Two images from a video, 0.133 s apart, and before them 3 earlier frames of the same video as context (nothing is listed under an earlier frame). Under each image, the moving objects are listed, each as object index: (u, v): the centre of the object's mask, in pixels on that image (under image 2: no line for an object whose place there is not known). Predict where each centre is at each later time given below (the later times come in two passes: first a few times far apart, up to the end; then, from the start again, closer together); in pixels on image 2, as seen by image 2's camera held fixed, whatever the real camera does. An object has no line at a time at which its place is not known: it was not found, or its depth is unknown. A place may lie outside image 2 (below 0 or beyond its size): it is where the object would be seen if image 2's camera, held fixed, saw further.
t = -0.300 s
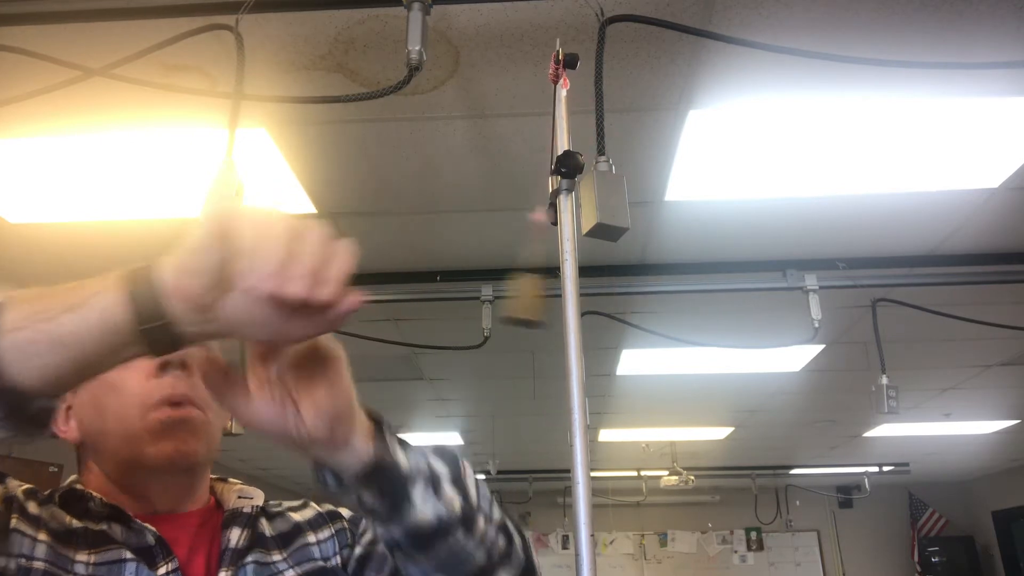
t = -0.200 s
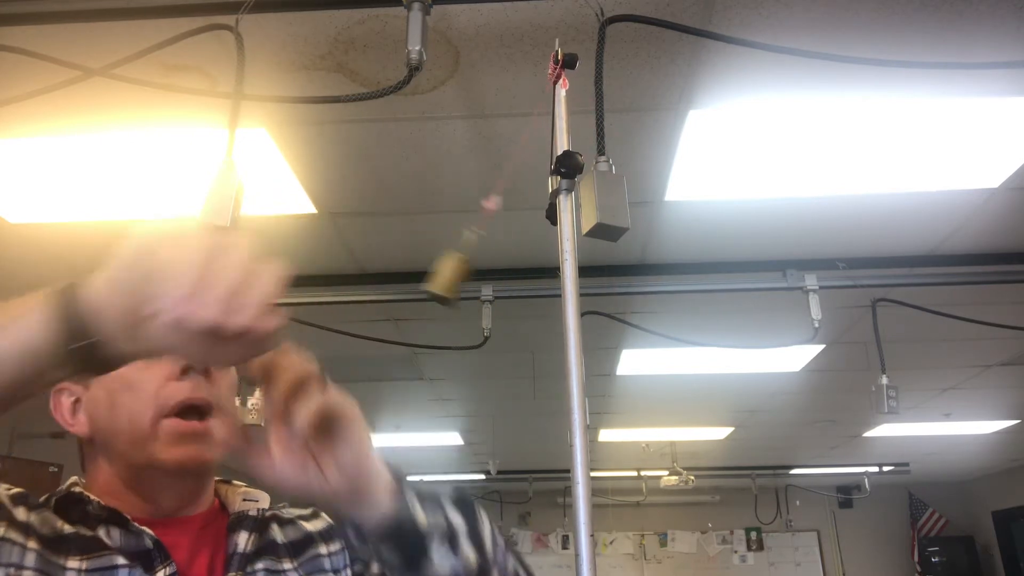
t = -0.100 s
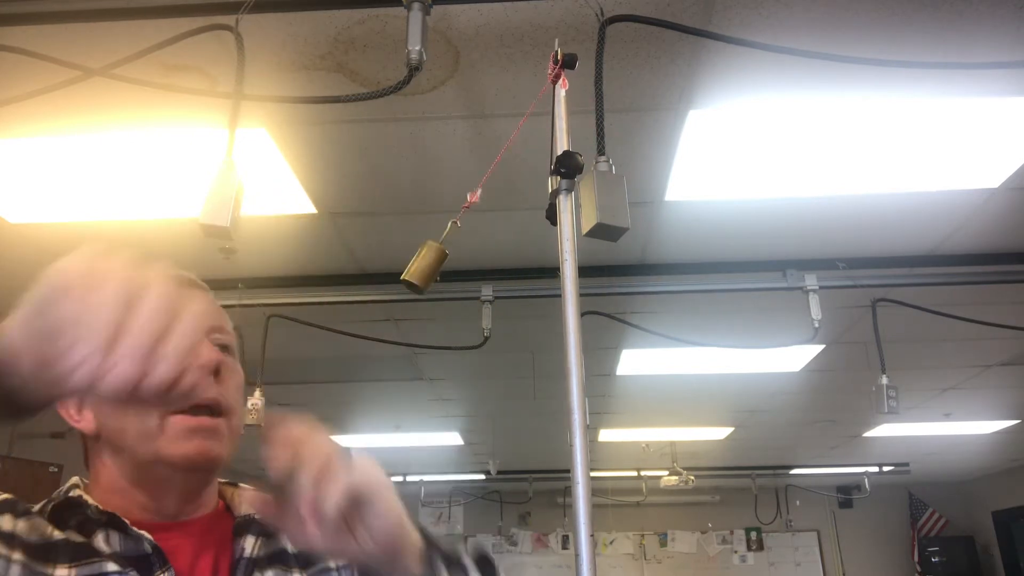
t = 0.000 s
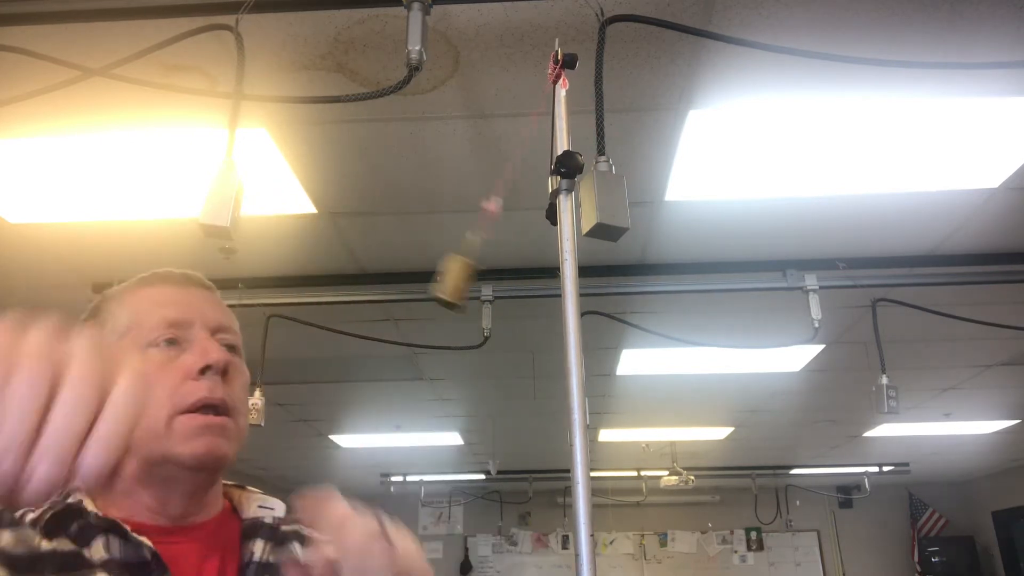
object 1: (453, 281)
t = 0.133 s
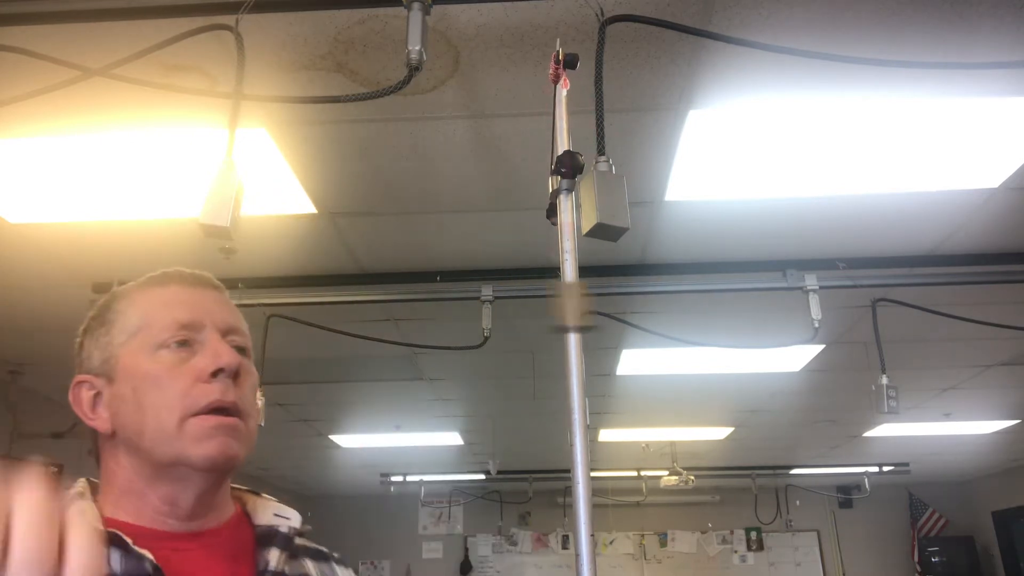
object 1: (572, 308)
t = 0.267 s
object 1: (686, 284)
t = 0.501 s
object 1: (678, 284)
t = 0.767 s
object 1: (452, 271)
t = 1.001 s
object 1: (479, 292)
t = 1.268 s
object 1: (701, 277)
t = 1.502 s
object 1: (649, 292)
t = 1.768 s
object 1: (440, 269)
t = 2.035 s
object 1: (546, 307)
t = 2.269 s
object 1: (710, 272)
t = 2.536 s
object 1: (589, 303)
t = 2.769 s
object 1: (435, 271)
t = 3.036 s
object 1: (588, 307)
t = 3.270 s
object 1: (711, 271)
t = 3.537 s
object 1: (544, 304)
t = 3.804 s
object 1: (444, 275)
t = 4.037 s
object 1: (618, 302)
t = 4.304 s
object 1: (698, 274)
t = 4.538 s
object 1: (513, 299)
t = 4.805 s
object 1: (461, 282)
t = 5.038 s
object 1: (649, 293)
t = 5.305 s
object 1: (678, 280)
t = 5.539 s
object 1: (483, 294)
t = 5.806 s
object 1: (485, 290)
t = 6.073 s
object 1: (690, 277)
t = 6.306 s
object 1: (650, 286)
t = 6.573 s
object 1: (454, 281)
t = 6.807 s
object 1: (515, 306)
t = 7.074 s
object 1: (701, 272)
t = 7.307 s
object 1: (592, 301)
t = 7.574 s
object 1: (449, 283)
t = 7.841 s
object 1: (609, 303)
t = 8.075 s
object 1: (700, 269)
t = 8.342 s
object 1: (524, 304)
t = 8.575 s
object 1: (457, 286)
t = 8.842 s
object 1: (639, 294)
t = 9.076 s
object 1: (690, 272)
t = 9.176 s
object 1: (632, 291)
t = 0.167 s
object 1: (605, 306)
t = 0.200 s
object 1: (636, 299)
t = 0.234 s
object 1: (664, 292)
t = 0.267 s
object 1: (686, 284)
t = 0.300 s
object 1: (702, 277)
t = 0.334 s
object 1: (712, 272)
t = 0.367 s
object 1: (715, 270)
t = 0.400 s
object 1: (715, 270)
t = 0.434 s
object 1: (709, 273)
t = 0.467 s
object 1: (698, 278)
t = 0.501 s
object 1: (678, 284)
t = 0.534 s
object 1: (654, 292)
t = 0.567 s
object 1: (625, 299)
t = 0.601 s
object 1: (595, 304)
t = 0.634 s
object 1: (553, 306)
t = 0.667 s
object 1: (523, 300)
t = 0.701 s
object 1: (494, 287)
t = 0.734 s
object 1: (470, 279)
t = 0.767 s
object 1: (452, 271)
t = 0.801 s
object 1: (438, 266)
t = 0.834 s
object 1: (431, 265)
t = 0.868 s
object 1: (429, 267)
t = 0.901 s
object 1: (434, 267)
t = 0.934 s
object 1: (444, 271)
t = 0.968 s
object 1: (460, 276)
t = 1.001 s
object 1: (479, 292)
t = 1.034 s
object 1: (509, 299)
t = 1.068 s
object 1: (542, 306)
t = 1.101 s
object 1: (576, 308)
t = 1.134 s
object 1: (607, 304)
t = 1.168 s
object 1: (638, 298)
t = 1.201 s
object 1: (665, 292)
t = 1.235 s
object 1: (687, 284)
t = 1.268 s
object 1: (701, 277)
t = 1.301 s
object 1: (711, 272)
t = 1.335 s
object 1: (714, 270)
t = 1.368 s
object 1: (713, 271)
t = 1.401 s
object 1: (708, 274)
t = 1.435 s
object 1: (694, 278)
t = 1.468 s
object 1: (675, 285)
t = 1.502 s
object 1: (649, 292)
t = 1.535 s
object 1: (622, 299)
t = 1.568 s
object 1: (591, 303)
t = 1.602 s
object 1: (550, 306)
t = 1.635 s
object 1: (521, 300)
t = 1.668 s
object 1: (491, 293)
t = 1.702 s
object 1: (467, 285)
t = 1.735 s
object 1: (453, 272)
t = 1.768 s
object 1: (440, 269)
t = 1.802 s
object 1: (433, 268)
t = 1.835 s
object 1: (432, 269)
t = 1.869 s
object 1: (437, 269)
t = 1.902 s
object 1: (448, 273)
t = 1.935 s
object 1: (465, 278)
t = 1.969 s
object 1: (488, 285)
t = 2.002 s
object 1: (515, 297)
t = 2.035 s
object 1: (546, 307)
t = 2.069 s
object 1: (579, 308)
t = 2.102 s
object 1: (611, 303)
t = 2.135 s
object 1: (641, 298)
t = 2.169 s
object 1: (666, 290)
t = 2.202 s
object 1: (687, 282)
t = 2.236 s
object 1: (702, 275)
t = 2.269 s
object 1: (710, 272)
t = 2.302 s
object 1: (712, 270)
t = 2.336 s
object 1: (711, 270)
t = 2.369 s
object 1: (705, 274)
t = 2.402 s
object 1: (691, 278)
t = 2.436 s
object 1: (672, 285)
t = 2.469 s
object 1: (645, 293)
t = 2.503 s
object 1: (617, 299)
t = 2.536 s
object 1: (589, 303)
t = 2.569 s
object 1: (547, 304)
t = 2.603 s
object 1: (518, 300)
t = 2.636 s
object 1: (488, 293)
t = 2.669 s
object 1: (470, 278)
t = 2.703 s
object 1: (452, 274)
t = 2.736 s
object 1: (441, 271)
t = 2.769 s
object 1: (435, 271)
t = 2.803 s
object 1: (435, 271)
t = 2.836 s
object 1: (441, 273)
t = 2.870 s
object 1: (452, 277)
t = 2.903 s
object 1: (470, 281)
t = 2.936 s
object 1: (490, 297)
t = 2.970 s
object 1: (520, 303)
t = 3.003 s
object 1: (550, 308)
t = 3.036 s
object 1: (588, 307)
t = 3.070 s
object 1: (615, 303)
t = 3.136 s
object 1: (668, 289)
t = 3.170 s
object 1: (687, 281)
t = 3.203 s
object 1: (701, 275)
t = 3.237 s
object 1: (709, 272)
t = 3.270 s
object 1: (711, 271)
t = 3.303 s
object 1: (709, 271)
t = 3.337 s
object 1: (701, 274)
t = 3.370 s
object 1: (688, 279)
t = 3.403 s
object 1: (666, 286)
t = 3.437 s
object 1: (641, 293)
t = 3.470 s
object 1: (610, 299)
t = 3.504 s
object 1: (579, 303)
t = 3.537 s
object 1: (544, 304)
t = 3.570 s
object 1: (516, 299)
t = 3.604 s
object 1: (486, 294)
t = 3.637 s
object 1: (465, 287)
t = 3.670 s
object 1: (452, 276)
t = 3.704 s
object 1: (442, 273)
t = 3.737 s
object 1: (437, 273)
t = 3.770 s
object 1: (438, 274)
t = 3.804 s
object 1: (444, 275)
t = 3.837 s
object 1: (457, 279)
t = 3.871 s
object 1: (475, 285)
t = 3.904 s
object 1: (495, 299)
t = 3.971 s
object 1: (553, 308)
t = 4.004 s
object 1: (591, 308)
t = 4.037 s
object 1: (618, 302)
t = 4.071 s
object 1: (646, 295)
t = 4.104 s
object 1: (670, 288)
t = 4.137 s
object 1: (689, 280)
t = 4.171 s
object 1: (701, 274)
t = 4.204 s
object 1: (708, 271)
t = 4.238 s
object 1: (709, 270)
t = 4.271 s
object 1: (707, 271)
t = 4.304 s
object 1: (698, 274)
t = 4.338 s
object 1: (683, 279)
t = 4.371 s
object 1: (662, 287)
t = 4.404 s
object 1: (637, 293)
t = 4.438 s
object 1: (607, 300)
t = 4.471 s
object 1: (575, 304)
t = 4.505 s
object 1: (542, 302)
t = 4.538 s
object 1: (513, 299)
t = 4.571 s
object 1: (485, 294)
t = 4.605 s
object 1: (468, 281)
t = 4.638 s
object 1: (453, 277)
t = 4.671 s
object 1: (444, 275)
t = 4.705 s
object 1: (439, 277)
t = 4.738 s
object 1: (441, 276)
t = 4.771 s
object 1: (449, 277)
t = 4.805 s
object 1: (461, 282)
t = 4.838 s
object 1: (479, 289)
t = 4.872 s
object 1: (501, 301)
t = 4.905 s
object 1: (531, 307)
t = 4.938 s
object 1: (558, 309)
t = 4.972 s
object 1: (596, 306)
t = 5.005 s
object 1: (623, 300)
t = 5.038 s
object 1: (649, 293)
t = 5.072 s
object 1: (673, 287)
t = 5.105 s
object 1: (690, 279)
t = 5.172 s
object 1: (707, 271)
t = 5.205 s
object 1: (708, 270)
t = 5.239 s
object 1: (704, 271)
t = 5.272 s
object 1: (695, 274)
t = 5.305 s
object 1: (678, 280)
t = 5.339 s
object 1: (656, 286)
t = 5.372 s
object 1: (630, 294)
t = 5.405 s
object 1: (600, 301)
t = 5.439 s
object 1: (568, 304)
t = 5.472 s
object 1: (537, 304)
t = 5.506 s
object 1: (509, 299)
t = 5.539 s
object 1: (483, 294)
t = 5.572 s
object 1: (464, 288)
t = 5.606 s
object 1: (453, 278)
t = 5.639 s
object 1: (446, 277)
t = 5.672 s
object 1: (443, 279)
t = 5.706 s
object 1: (445, 278)
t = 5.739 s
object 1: (452, 280)
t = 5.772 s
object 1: (467, 285)
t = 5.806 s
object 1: (485, 290)
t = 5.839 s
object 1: (510, 303)
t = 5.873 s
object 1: (537, 308)
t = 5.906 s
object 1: (566, 310)
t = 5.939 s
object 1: (597, 306)
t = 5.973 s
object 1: (628, 299)
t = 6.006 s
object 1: (652, 292)
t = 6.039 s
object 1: (673, 284)
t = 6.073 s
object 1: (690, 277)
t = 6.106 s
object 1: (701, 272)
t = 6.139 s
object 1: (706, 270)
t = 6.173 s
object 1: (706, 270)
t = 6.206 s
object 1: (701, 272)
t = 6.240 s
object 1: (690, 275)
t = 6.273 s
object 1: (674, 281)
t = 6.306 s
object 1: (650, 286)
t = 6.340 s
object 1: (624, 294)
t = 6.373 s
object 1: (596, 300)
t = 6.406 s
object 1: (563, 304)
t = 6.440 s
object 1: (534, 303)
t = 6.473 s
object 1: (505, 299)
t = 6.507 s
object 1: (483, 287)
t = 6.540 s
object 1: (466, 283)
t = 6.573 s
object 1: (454, 281)
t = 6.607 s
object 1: (447, 281)
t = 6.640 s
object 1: (446, 281)
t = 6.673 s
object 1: (449, 281)
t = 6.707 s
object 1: (458, 283)
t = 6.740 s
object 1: (472, 288)
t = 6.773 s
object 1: (490, 295)
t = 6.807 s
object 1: (515, 306)
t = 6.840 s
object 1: (543, 309)
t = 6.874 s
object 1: (572, 310)
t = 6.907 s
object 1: (601, 305)
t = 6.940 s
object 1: (630, 298)
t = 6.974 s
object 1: (655, 290)
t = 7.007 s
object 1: (675, 283)
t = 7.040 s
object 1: (691, 276)
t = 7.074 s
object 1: (701, 272)
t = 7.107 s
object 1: (704, 270)
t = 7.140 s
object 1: (704, 269)
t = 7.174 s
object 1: (685, 276)
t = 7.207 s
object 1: (668, 282)
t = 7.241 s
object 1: (644, 290)
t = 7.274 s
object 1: (618, 295)
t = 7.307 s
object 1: (592, 301)
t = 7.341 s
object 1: (553, 305)
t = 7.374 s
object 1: (527, 304)
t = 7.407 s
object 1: (501, 300)
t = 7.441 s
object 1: (479, 296)
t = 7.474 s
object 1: (466, 285)
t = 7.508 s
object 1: (455, 283)
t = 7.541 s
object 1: (450, 282)
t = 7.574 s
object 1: (449, 283)
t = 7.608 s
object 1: (453, 283)
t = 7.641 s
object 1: (463, 286)
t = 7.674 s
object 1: (478, 290)
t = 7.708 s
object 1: (498, 293)
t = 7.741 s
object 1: (522, 300)
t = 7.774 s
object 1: (548, 309)
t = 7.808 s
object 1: (579, 308)
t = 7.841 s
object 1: (609, 303)
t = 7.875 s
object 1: (635, 296)
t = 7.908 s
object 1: (658, 288)
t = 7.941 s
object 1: (677, 280)
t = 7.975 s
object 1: (692, 275)
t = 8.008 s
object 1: (700, 270)
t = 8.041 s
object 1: (702, 269)
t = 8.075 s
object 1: (700, 269)
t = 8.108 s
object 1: (693, 272)
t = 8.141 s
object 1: (681, 275)
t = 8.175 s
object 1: (662, 283)
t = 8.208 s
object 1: (638, 291)
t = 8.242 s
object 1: (610, 297)
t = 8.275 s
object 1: (585, 302)
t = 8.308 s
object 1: (549, 305)
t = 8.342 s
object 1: (524, 304)
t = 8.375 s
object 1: (499, 300)
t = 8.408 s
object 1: (478, 296)
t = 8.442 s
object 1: (466, 286)
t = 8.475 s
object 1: (456, 285)
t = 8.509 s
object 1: (452, 285)
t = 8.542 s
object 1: (452, 285)
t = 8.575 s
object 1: (457, 286)
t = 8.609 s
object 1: (467, 288)
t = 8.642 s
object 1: (482, 294)
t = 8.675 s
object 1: (502, 305)
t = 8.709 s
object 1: (528, 308)
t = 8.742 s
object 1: (553, 310)
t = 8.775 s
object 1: (589, 307)
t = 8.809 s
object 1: (613, 301)
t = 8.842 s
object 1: (639, 294)
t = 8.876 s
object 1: (661, 287)
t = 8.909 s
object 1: (679, 278)
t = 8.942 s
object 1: (692, 274)
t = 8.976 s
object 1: (698, 270)
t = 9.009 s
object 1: (700, 269)
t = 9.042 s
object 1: (698, 269)
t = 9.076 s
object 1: (690, 272)
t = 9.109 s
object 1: (675, 277)
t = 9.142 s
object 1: (655, 284)
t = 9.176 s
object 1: (632, 291)
